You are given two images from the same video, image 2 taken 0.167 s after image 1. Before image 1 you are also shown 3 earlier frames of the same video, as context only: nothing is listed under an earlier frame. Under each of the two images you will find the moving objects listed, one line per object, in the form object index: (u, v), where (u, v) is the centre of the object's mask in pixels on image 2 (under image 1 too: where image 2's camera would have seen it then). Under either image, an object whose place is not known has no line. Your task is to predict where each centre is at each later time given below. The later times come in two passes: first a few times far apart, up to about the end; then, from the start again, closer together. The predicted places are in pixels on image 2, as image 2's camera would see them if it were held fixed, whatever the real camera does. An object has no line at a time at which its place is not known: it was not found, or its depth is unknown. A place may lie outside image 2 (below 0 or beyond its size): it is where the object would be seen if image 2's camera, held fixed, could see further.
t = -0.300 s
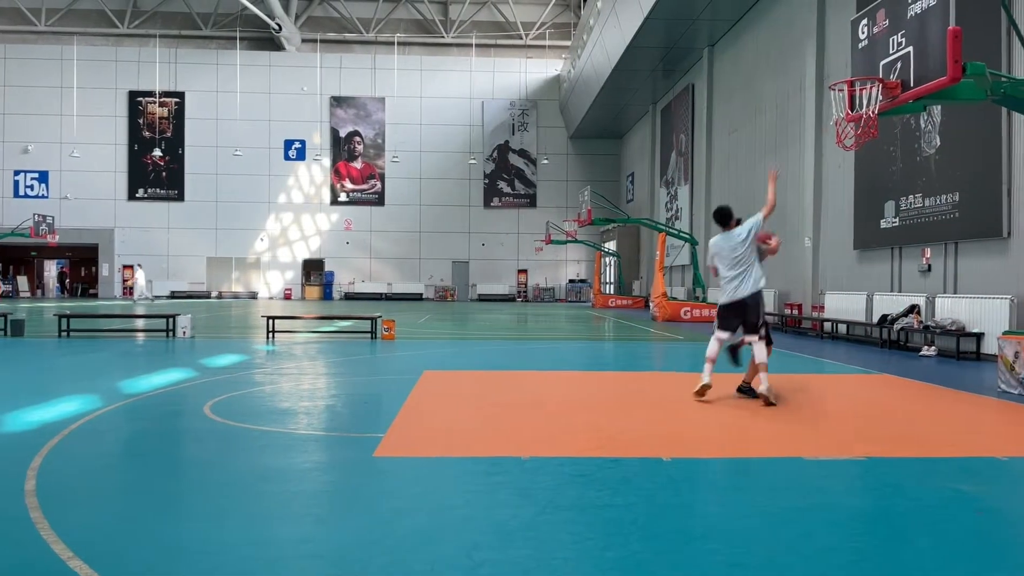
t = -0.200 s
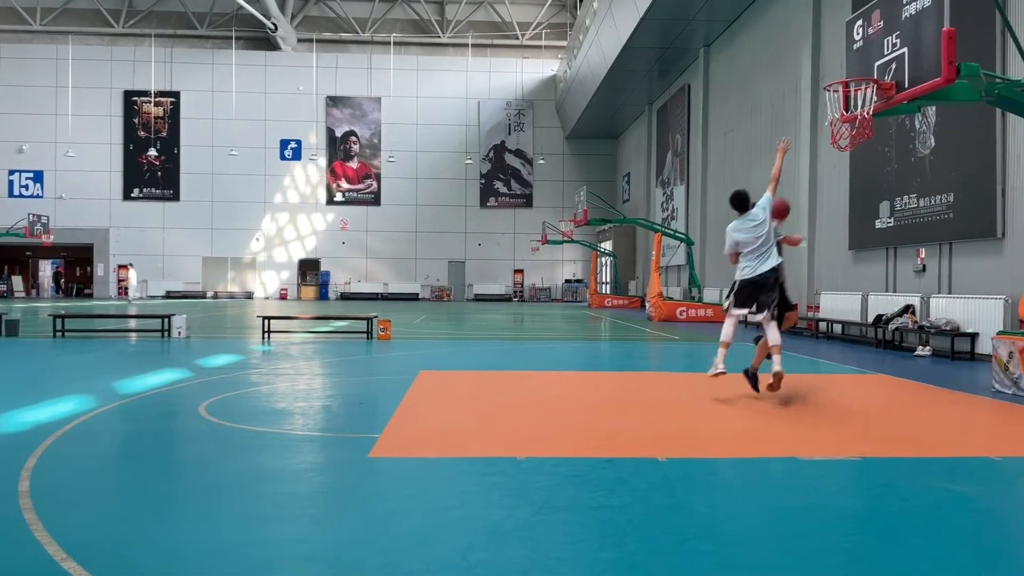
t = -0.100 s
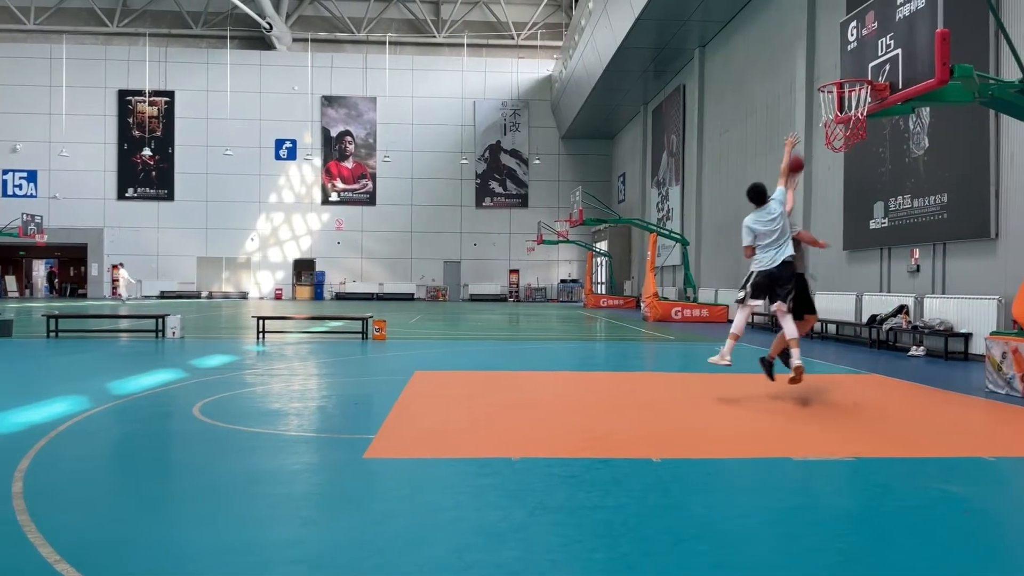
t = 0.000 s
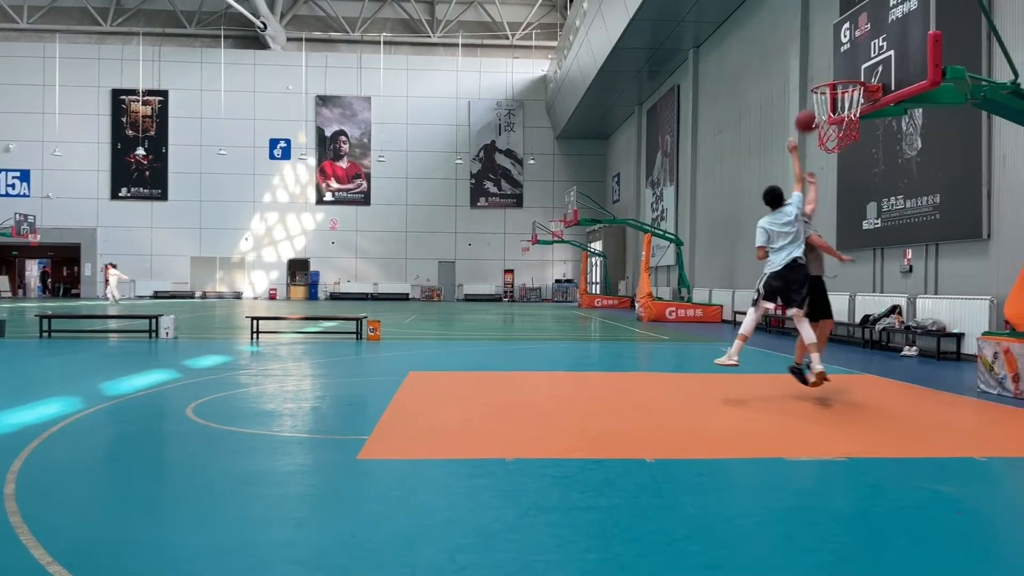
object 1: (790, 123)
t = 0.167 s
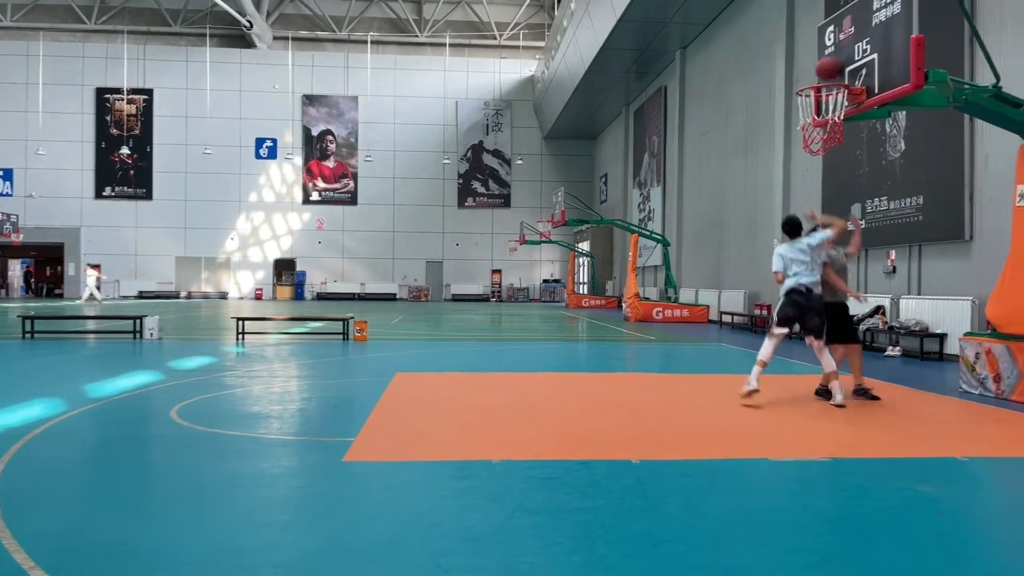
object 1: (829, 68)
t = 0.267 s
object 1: (821, 55)
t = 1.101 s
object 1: (714, 267)
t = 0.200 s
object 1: (826, 63)
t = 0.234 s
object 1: (823, 58)
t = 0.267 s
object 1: (821, 55)
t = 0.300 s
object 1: (818, 53)
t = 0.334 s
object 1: (815, 52)
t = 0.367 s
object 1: (813, 51)
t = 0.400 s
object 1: (809, 52)
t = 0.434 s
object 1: (807, 54)
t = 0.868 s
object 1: (750, 148)
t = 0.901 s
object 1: (746, 161)
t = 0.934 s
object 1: (741, 175)
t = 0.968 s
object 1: (735, 191)
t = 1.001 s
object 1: (729, 209)
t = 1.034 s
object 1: (725, 227)
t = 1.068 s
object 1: (719, 246)
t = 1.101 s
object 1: (714, 267)
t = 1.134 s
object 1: (710, 289)
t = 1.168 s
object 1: (705, 314)
